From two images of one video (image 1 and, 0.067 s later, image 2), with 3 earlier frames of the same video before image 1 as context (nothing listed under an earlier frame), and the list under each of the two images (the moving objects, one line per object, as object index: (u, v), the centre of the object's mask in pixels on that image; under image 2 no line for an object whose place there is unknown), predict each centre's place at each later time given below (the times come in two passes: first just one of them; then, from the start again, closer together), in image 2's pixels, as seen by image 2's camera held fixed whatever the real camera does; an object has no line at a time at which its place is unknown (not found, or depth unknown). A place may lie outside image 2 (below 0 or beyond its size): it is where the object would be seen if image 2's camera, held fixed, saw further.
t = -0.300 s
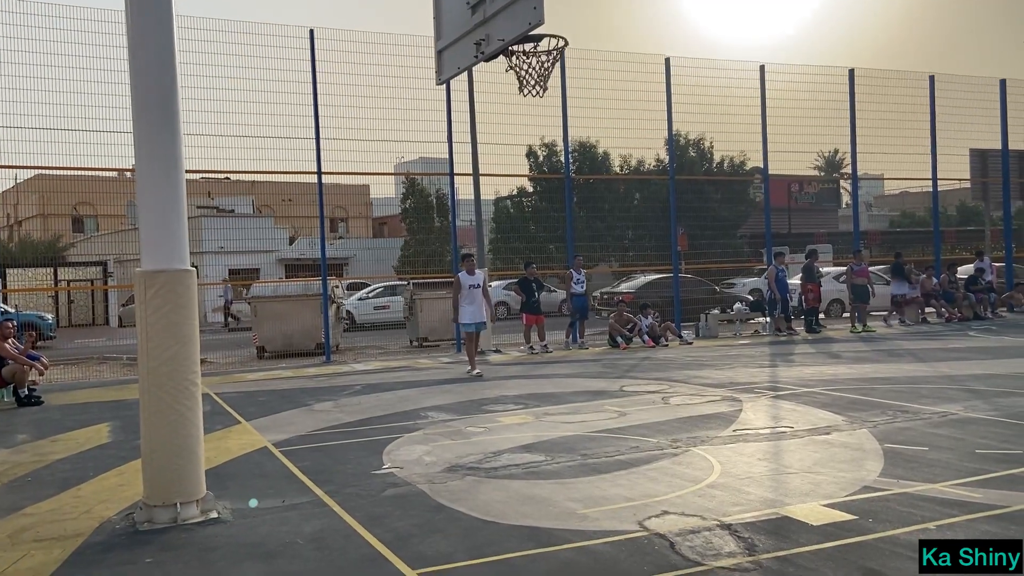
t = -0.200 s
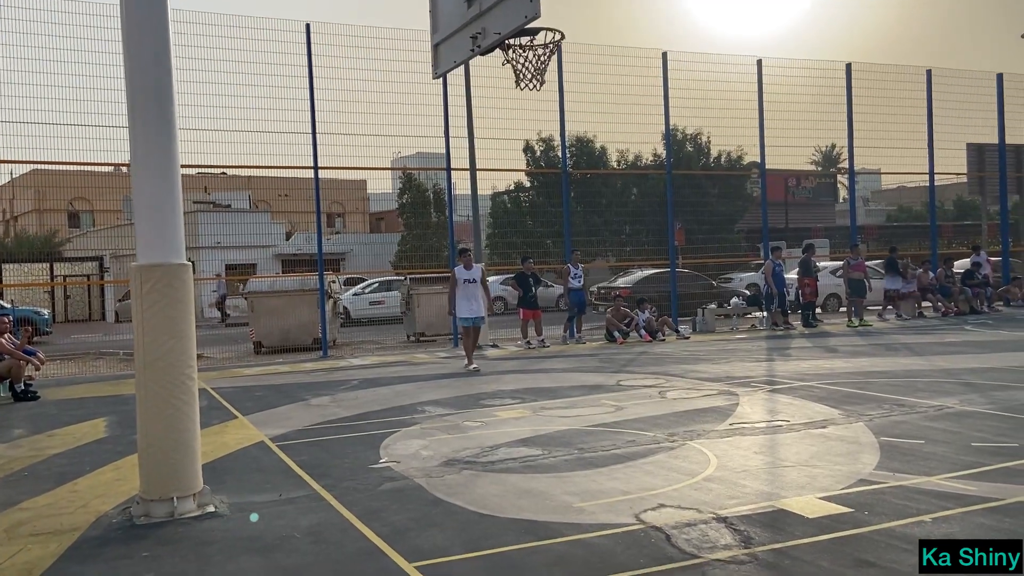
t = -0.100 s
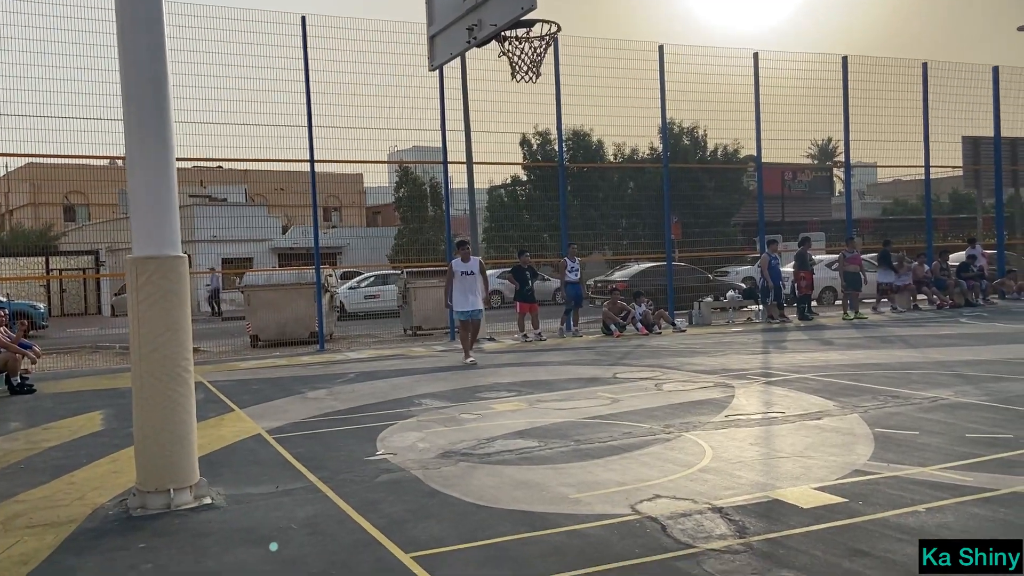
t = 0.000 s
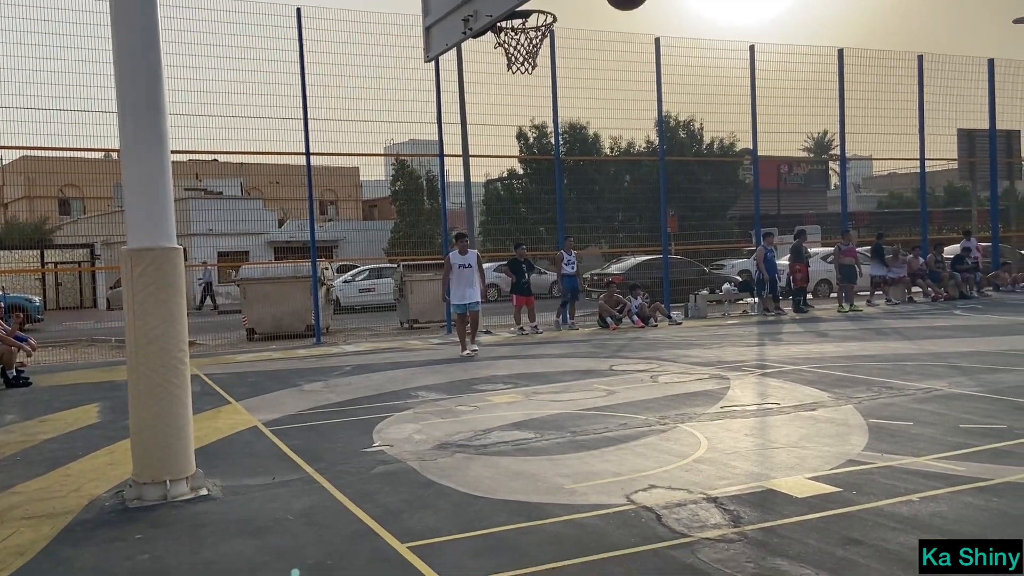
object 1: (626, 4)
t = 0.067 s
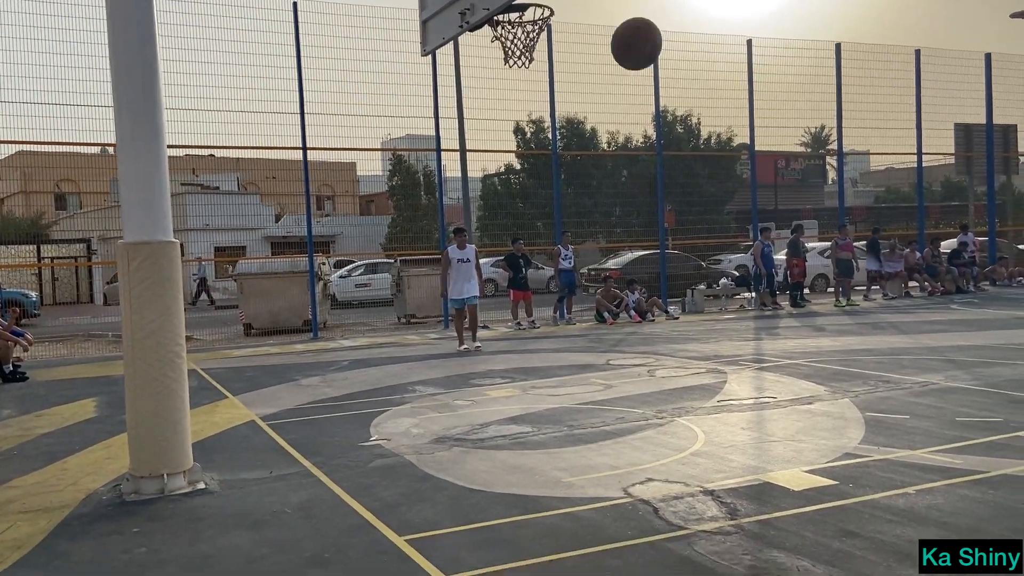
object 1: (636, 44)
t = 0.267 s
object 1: (679, 324)
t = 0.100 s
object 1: (643, 81)
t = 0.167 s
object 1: (657, 166)
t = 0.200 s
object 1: (664, 215)
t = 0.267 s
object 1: (679, 324)
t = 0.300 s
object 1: (688, 386)
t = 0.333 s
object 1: (696, 452)
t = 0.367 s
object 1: (706, 524)
